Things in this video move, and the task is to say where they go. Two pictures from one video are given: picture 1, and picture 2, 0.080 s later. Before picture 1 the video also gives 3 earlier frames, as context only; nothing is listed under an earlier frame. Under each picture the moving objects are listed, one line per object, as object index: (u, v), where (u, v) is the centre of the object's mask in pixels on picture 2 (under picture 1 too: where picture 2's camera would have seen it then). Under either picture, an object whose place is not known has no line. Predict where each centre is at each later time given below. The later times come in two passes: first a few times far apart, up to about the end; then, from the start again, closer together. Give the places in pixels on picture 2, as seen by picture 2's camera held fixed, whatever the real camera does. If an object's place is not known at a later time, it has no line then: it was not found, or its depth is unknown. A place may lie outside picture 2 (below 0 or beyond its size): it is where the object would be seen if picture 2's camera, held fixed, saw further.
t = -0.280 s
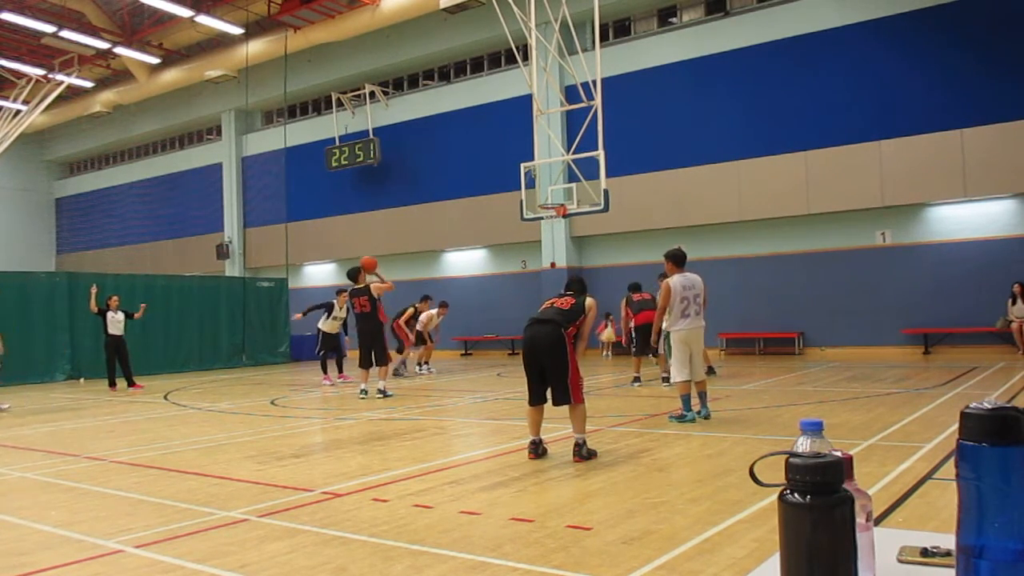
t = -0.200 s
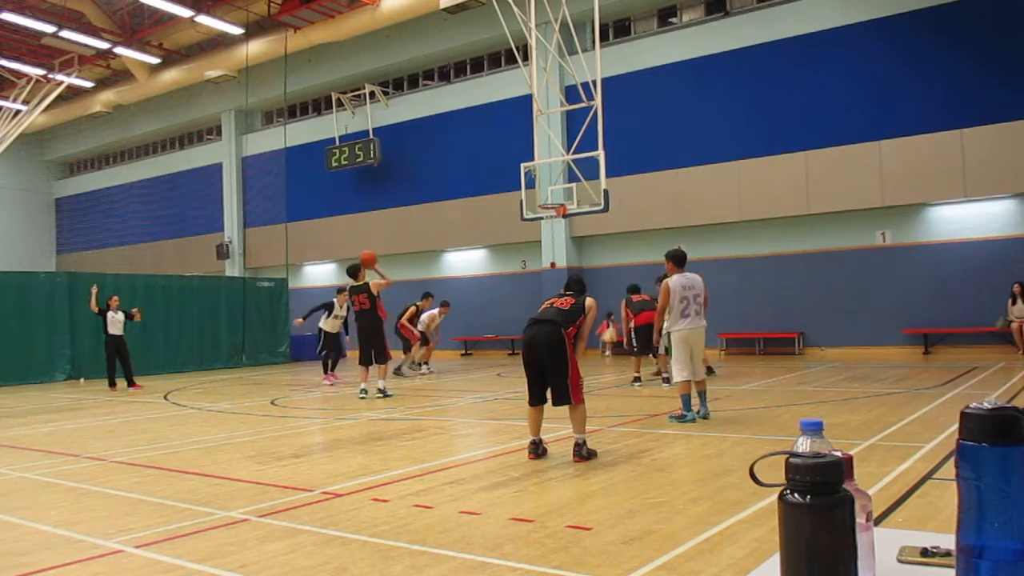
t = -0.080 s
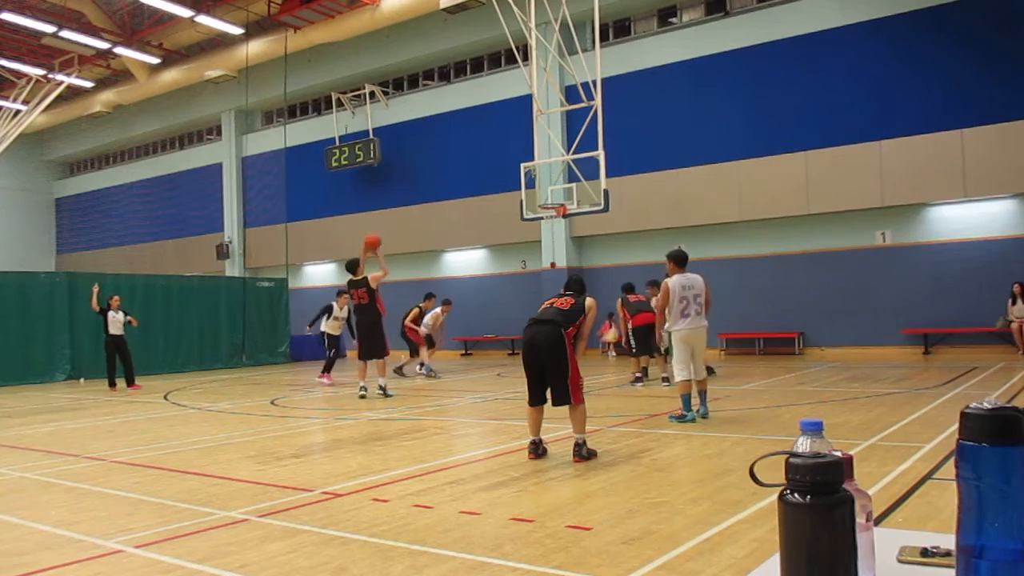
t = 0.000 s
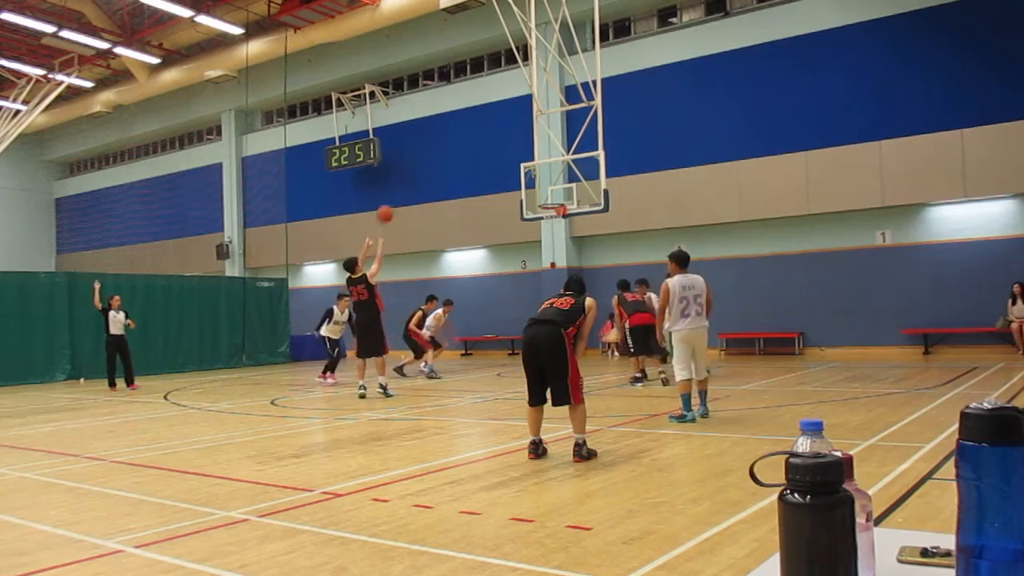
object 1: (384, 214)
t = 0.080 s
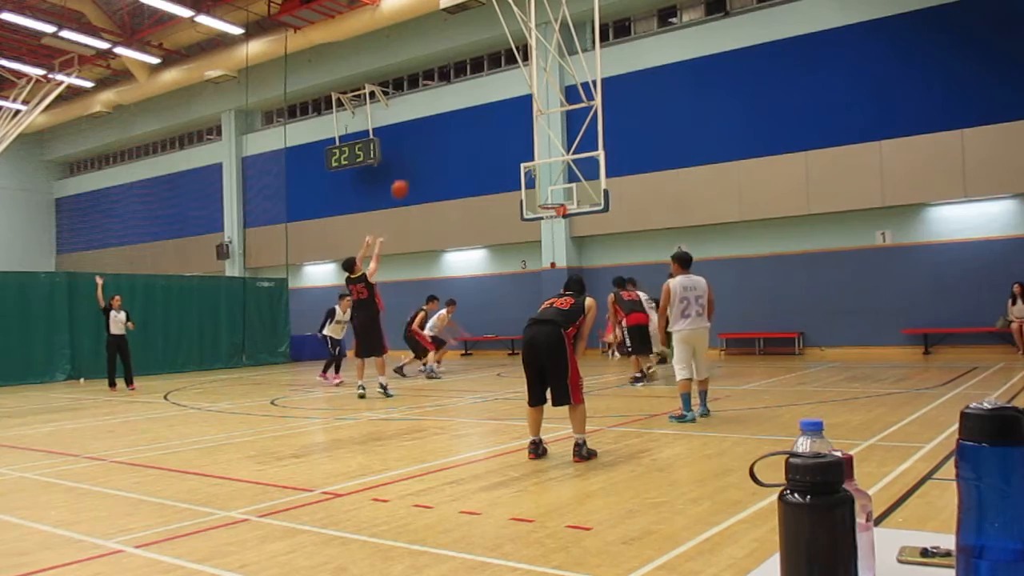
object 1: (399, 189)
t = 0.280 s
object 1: (434, 148)
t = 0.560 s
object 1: (478, 134)
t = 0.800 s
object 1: (512, 158)
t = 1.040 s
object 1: (540, 195)
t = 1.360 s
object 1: (545, 179)
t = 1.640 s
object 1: (552, 196)
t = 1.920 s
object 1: (549, 191)
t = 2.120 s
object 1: (548, 212)
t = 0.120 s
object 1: (407, 179)
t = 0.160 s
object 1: (413, 169)
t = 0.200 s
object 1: (421, 161)
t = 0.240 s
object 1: (427, 154)
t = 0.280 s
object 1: (434, 148)
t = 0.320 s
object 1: (440, 143)
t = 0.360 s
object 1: (447, 139)
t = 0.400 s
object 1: (454, 136)
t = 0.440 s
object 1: (460, 134)
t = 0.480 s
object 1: (466, 133)
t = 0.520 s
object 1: (472, 133)
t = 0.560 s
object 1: (478, 134)
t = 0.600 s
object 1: (484, 136)
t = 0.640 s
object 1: (490, 139)
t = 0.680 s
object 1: (495, 142)
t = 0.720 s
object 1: (501, 147)
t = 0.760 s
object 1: (506, 152)
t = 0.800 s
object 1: (512, 158)
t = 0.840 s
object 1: (518, 163)
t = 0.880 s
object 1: (523, 172)
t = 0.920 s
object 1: (529, 180)
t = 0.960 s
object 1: (534, 188)
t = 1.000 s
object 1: (539, 198)
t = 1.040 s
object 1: (540, 195)
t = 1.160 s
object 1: (542, 183)
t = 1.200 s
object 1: (542, 180)
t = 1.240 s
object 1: (543, 179)
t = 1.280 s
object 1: (544, 178)
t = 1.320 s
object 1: (544, 178)
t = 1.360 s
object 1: (545, 179)
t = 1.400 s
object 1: (546, 181)
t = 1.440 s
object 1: (547, 184)
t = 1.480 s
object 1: (548, 187)
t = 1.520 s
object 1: (549, 192)
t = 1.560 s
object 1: (550, 196)
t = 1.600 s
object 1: (551, 199)
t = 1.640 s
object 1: (552, 196)
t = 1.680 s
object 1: (553, 193)
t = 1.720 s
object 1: (552, 190)
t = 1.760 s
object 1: (552, 189)
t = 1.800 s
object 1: (551, 188)
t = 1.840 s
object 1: (551, 188)
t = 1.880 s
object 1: (550, 189)
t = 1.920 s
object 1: (549, 191)
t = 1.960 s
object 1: (549, 194)
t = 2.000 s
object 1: (549, 198)
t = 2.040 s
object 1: (548, 201)
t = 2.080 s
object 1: (547, 207)
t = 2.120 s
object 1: (548, 212)
